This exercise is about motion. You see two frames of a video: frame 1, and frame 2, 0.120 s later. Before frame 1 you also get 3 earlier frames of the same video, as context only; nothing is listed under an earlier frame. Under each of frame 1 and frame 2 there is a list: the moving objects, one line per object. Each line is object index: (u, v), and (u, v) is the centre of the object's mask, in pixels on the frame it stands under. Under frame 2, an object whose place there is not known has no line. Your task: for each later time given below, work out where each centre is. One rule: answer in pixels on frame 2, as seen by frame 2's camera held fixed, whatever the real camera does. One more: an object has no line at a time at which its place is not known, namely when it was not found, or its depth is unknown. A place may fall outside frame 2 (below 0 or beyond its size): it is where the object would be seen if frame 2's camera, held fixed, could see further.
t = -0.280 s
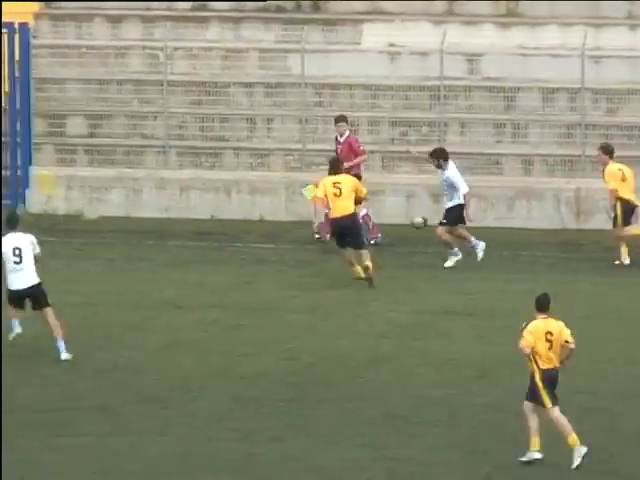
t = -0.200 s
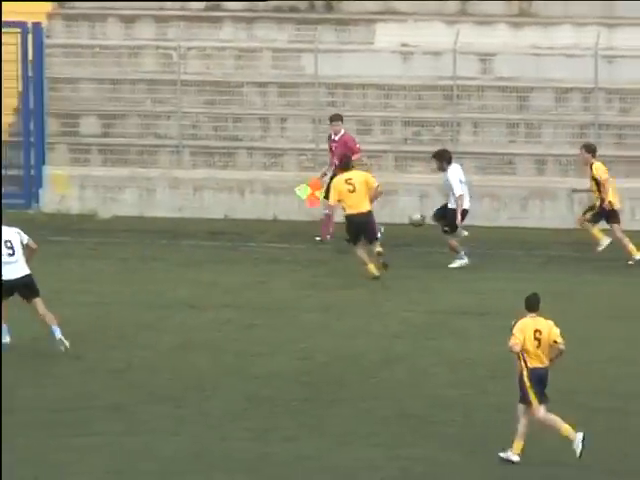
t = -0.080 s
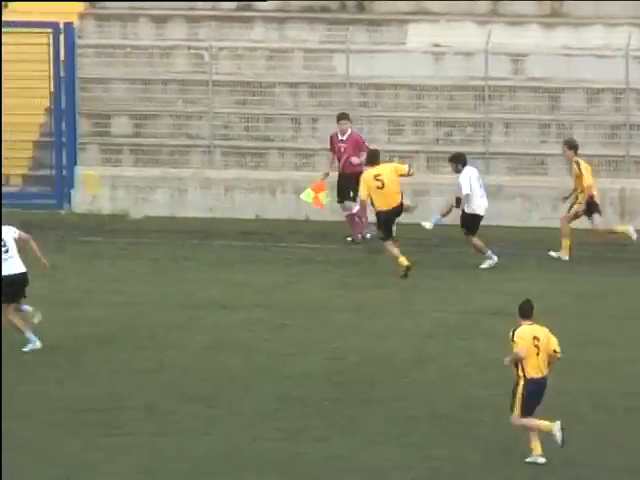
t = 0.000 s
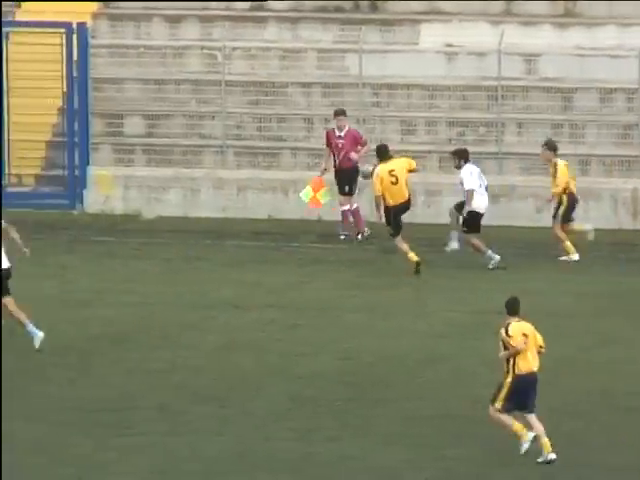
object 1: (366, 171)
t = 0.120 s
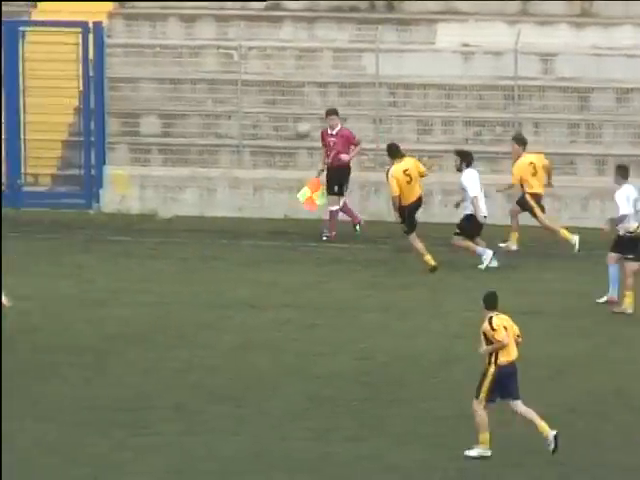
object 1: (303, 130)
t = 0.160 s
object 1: (278, 119)
